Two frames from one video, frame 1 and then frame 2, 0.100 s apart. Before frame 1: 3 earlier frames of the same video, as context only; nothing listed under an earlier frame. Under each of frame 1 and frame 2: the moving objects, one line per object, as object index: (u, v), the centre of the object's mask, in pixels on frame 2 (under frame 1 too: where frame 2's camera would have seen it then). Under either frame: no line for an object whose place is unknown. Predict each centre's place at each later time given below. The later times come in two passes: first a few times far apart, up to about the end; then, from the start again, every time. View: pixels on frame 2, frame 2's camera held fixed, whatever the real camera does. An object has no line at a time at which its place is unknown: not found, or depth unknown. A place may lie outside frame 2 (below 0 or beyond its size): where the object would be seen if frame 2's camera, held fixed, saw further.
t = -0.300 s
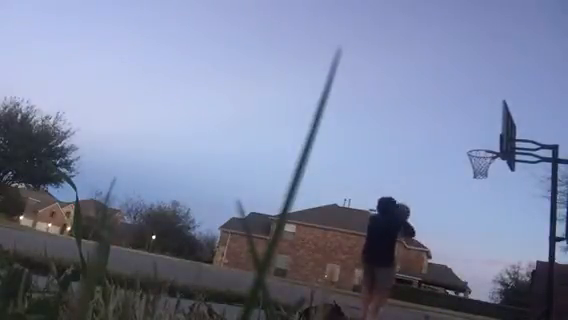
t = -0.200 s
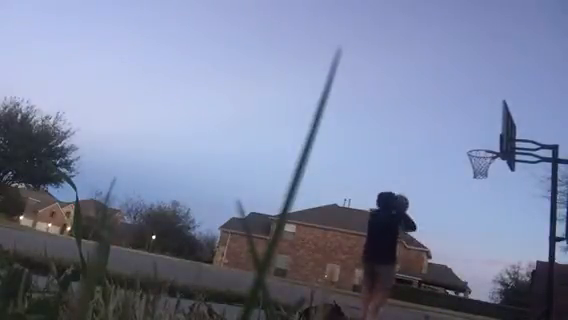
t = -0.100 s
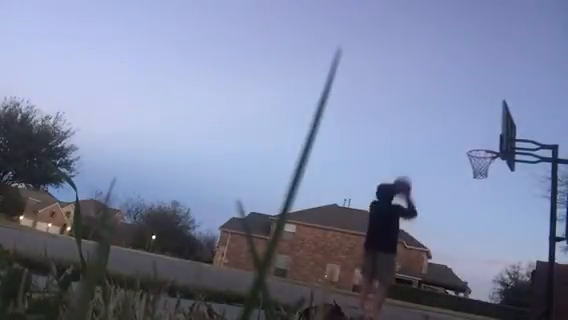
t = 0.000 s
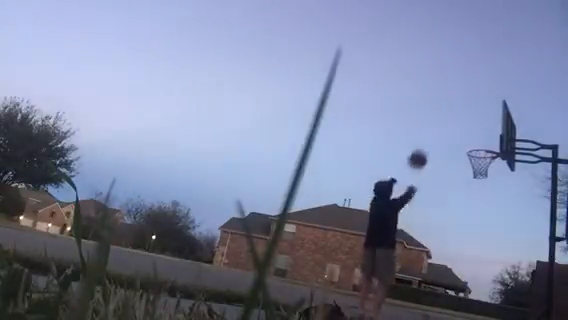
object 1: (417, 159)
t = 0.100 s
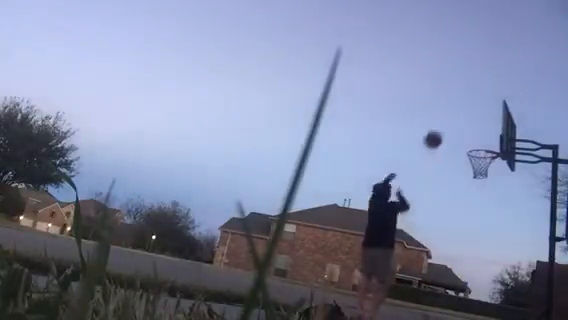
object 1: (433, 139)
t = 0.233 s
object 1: (449, 125)
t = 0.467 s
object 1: (471, 128)
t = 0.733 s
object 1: (483, 160)
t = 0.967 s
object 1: (471, 193)
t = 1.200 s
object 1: (459, 252)
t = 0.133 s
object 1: (437, 135)
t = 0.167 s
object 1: (442, 131)
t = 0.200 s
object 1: (445, 128)
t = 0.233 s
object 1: (449, 125)
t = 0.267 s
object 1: (453, 124)
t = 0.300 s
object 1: (457, 123)
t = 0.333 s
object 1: (459, 123)
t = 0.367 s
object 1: (462, 123)
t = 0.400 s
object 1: (466, 124)
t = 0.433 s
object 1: (468, 125)
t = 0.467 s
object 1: (471, 128)
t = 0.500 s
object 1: (473, 130)
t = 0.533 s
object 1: (476, 134)
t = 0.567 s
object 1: (478, 137)
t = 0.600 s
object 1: (480, 141)
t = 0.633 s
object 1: (483, 146)
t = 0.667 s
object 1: (484, 152)
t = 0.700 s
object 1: (486, 157)
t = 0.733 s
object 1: (483, 160)
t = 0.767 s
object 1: (481, 165)
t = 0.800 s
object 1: (478, 171)
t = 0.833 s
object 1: (477, 174)
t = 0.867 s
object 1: (475, 178)
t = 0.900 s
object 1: (475, 182)
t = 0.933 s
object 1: (473, 187)
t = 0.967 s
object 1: (471, 193)
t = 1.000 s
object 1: (470, 199)
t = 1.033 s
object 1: (468, 206)
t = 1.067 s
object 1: (467, 214)
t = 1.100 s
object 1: (465, 222)
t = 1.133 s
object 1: (463, 232)
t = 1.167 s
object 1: (461, 242)
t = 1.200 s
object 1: (459, 252)
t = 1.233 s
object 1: (457, 263)
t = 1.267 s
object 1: (457, 273)
